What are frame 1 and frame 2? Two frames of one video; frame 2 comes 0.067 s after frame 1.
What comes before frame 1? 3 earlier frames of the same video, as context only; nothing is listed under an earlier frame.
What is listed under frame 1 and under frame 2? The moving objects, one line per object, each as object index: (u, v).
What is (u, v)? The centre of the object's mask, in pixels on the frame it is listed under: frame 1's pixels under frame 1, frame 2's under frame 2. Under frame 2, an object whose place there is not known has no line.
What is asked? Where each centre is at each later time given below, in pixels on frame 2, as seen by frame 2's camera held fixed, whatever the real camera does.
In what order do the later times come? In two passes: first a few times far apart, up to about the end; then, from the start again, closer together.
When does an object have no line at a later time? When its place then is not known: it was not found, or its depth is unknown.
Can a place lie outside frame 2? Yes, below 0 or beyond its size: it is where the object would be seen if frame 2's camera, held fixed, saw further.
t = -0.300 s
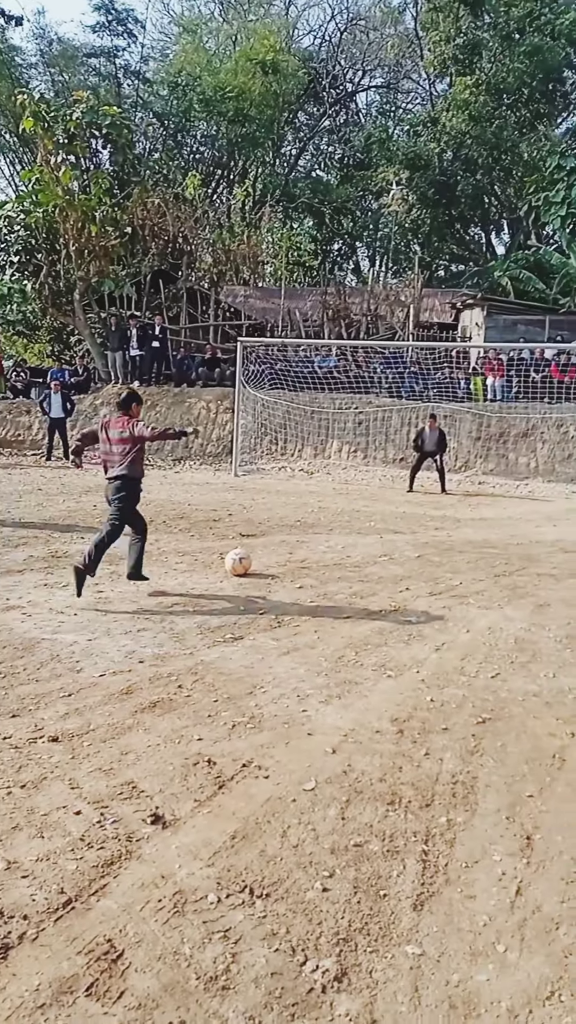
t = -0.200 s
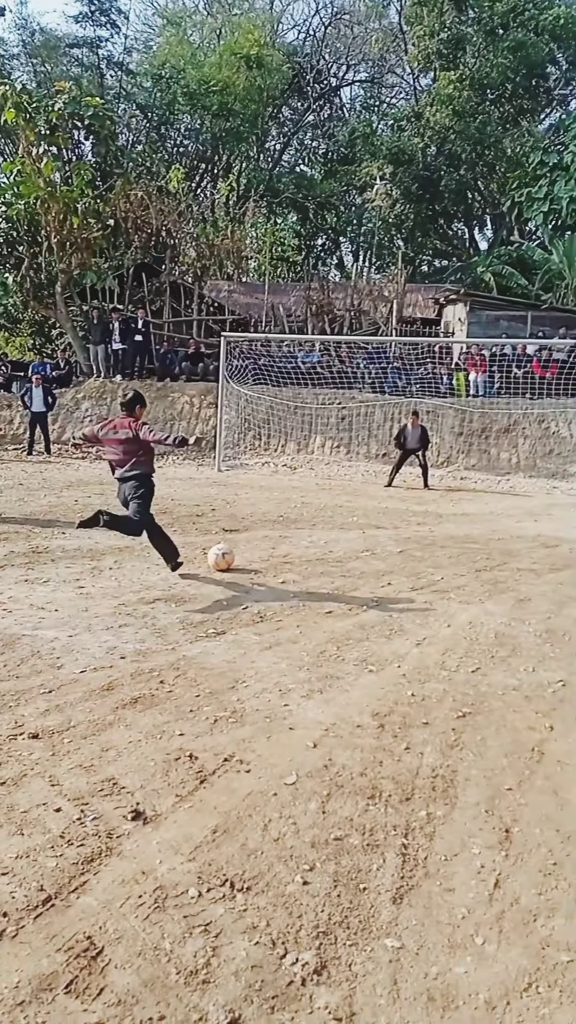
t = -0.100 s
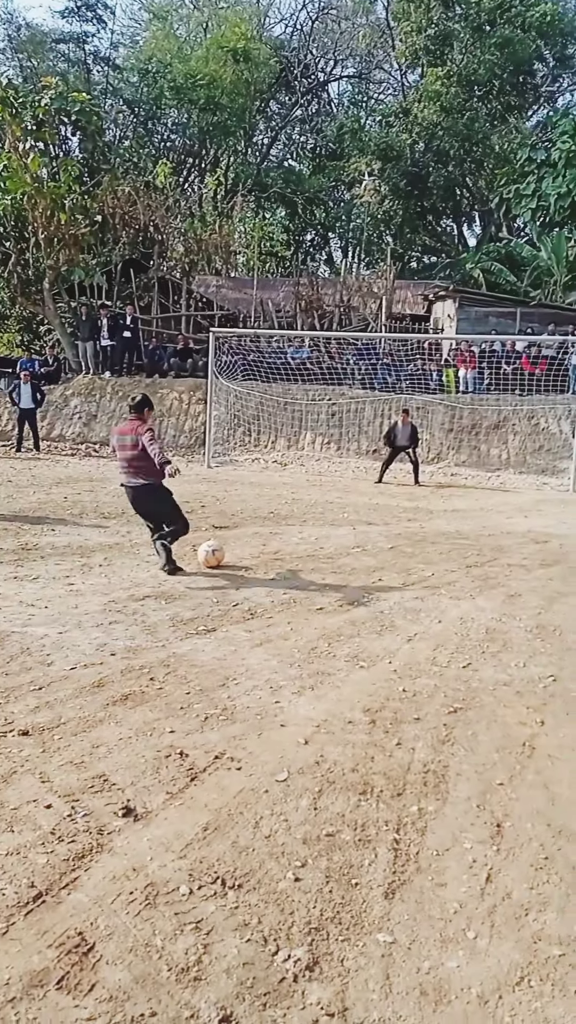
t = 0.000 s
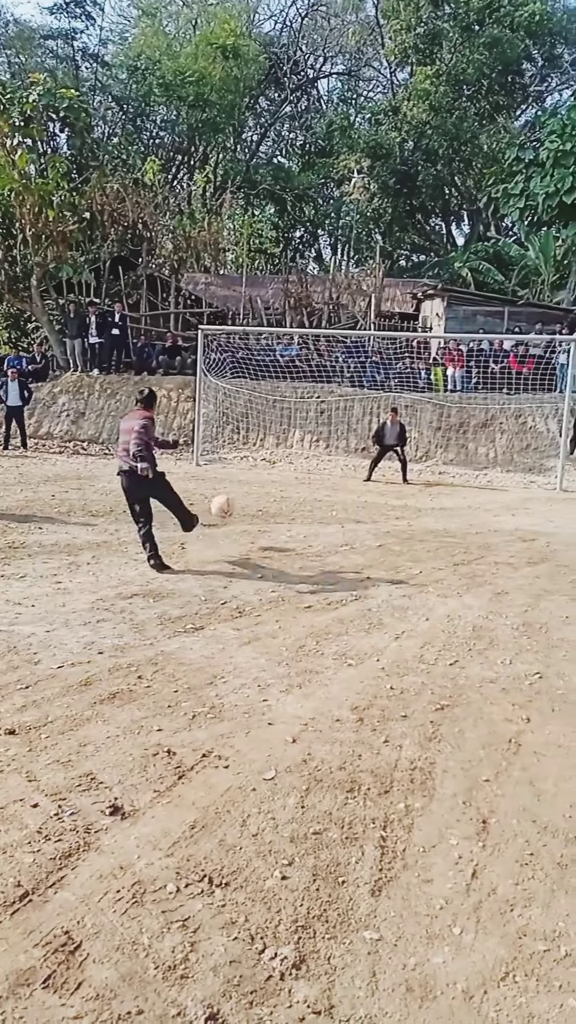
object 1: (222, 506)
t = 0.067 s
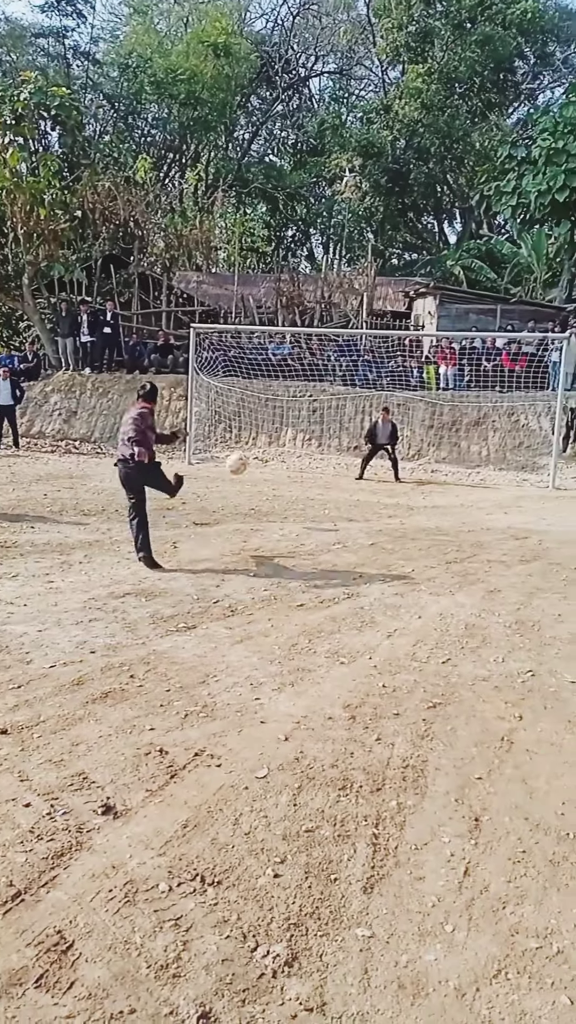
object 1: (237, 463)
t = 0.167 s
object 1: (257, 419)
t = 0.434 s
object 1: (292, 371)
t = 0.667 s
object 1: (299, 364)
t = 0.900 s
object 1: (295, 381)
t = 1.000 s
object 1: (287, 379)
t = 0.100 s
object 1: (244, 448)
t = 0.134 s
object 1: (252, 434)
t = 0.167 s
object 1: (257, 419)
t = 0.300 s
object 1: (277, 388)
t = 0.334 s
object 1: (282, 382)
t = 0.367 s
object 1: (286, 379)
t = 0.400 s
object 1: (289, 374)
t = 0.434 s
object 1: (292, 371)
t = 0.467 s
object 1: (294, 369)
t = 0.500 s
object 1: (296, 368)
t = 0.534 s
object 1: (298, 366)
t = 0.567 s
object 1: (299, 365)
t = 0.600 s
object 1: (299, 365)
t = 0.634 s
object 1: (300, 364)
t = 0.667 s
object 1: (299, 364)
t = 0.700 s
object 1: (298, 364)
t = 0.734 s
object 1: (298, 365)
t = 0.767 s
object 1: (298, 367)
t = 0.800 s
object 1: (297, 370)
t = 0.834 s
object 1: (297, 373)
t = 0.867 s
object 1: (296, 377)
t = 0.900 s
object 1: (295, 381)
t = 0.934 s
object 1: (293, 381)
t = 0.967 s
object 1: (290, 379)
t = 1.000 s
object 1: (287, 379)
